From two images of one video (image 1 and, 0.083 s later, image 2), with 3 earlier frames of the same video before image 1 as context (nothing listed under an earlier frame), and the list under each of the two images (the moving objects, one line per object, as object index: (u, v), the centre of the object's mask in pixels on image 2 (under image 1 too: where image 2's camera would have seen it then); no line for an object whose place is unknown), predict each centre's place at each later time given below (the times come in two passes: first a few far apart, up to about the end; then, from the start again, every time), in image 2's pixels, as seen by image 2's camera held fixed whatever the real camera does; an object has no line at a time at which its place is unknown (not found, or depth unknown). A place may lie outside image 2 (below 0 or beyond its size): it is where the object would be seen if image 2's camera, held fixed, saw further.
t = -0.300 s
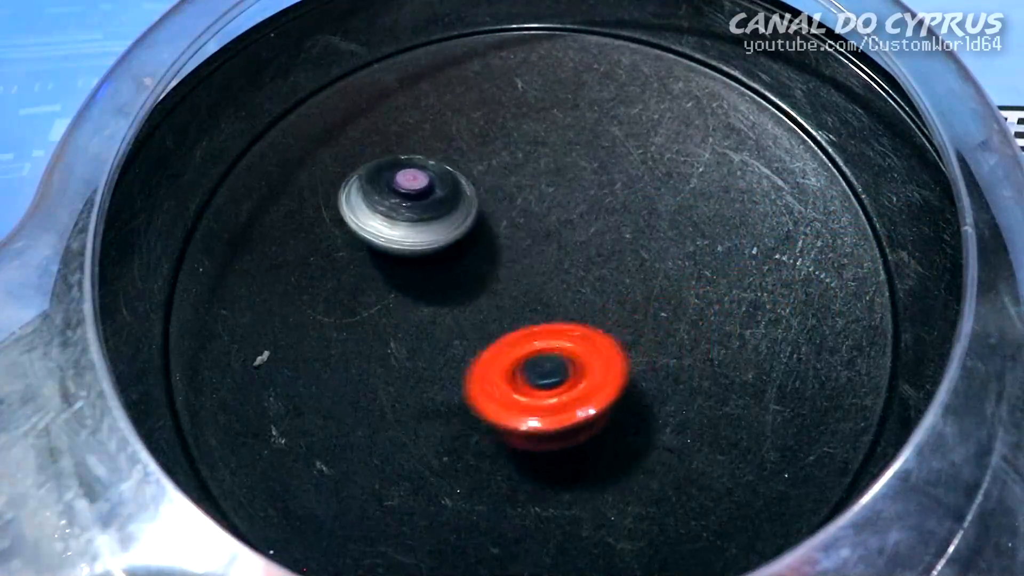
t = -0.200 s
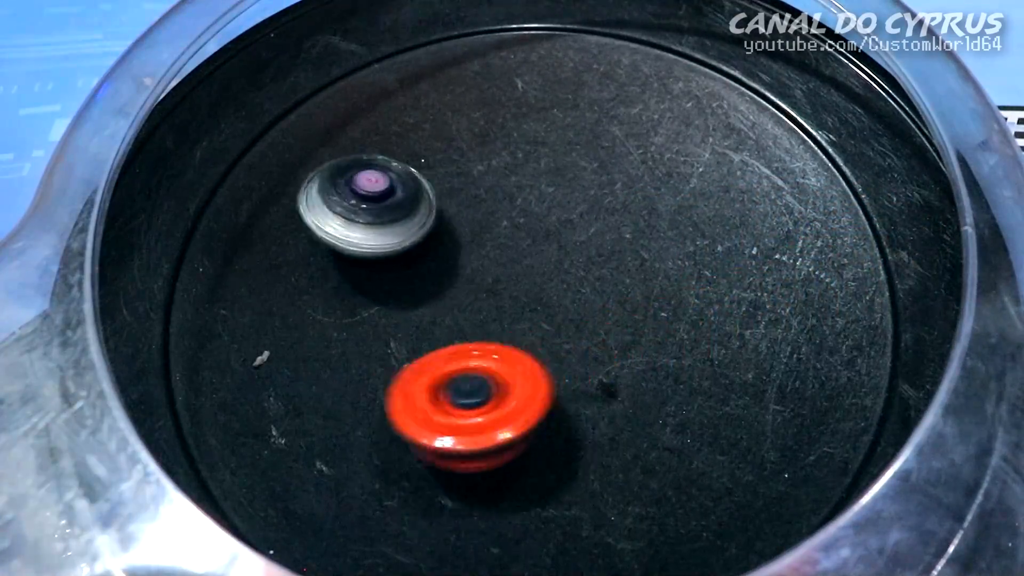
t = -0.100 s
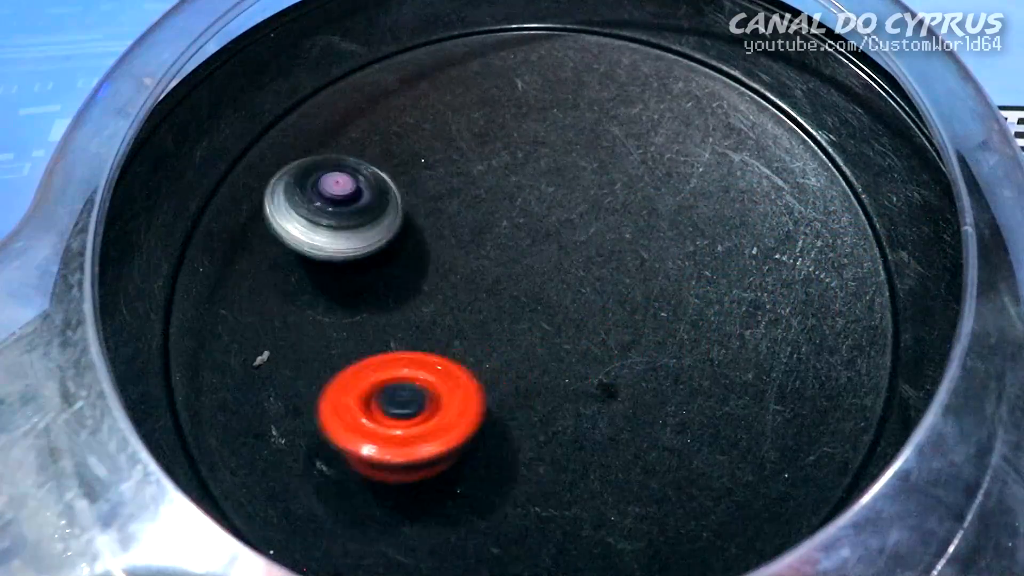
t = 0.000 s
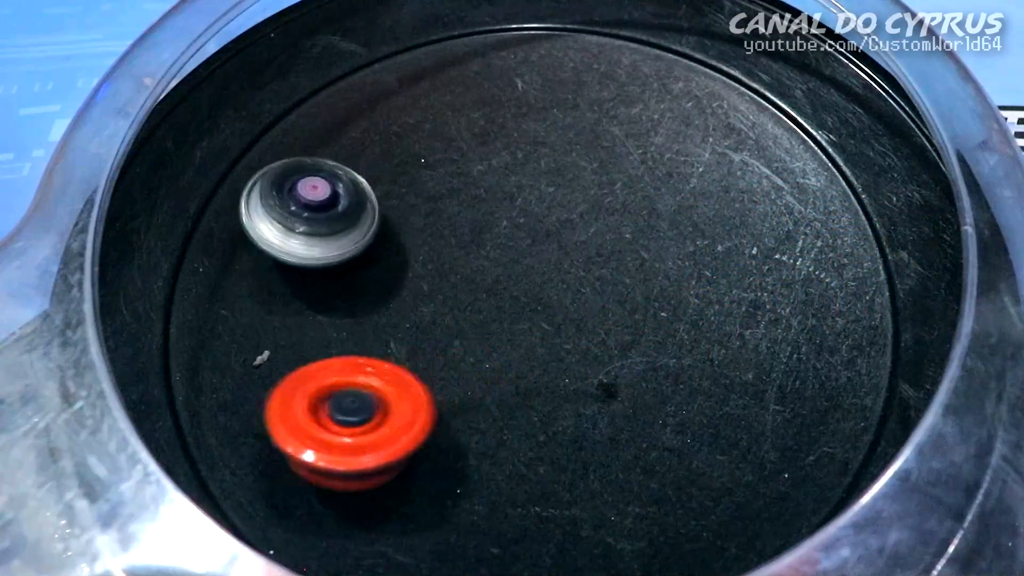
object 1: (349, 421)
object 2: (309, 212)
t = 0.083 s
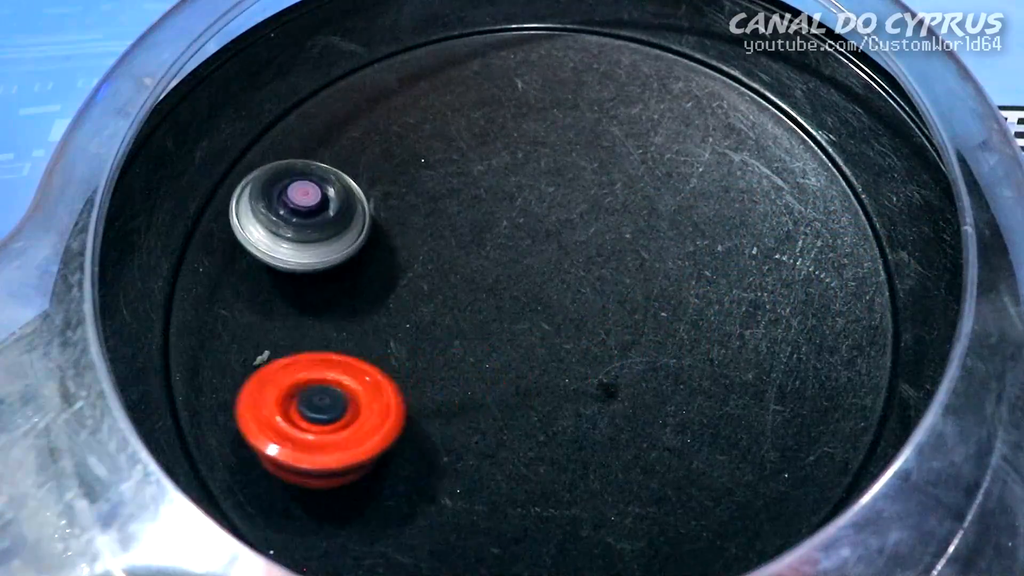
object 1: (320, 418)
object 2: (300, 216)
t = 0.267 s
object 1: (291, 392)
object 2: (302, 227)
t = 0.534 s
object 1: (346, 402)
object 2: (344, 212)
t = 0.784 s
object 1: (442, 333)
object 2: (388, 214)
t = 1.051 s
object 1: (586, 324)
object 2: (464, 205)
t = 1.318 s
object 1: (679, 246)
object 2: (541, 218)
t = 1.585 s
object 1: (999, 350)
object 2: (434, 204)
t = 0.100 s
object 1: (315, 416)
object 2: (299, 216)
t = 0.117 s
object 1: (310, 414)
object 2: (297, 217)
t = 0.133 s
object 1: (306, 412)
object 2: (297, 218)
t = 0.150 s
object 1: (303, 410)
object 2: (297, 219)
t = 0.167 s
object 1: (300, 408)
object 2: (297, 220)
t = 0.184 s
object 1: (298, 406)
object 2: (297, 221)
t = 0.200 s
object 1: (296, 404)
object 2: (297, 222)
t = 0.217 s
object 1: (294, 401)
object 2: (298, 223)
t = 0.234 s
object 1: (293, 398)
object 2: (299, 225)
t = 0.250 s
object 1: (292, 396)
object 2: (301, 226)
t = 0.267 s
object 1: (291, 392)
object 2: (302, 227)
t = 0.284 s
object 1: (291, 390)
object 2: (304, 228)
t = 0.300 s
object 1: (292, 387)
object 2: (306, 229)
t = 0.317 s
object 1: (293, 383)
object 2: (307, 230)
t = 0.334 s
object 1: (294, 379)
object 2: (309, 231)
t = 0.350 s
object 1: (296, 376)
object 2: (311, 232)
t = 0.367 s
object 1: (298, 372)
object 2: (312, 233)
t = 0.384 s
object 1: (301, 366)
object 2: (314, 234)
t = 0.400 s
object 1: (304, 361)
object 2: (315, 234)
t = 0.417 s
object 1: (307, 360)
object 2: (317, 232)
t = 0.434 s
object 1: (309, 368)
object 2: (320, 226)
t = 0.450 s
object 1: (313, 378)
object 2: (324, 221)
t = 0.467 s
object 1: (318, 386)
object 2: (328, 217)
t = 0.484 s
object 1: (325, 394)
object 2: (333, 215)
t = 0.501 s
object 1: (332, 398)
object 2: (337, 213)
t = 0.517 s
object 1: (339, 401)
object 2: (340, 213)
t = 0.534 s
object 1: (346, 402)
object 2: (344, 212)
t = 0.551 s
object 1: (352, 402)
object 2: (346, 212)
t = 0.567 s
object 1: (358, 401)
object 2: (348, 213)
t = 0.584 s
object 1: (364, 399)
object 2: (350, 213)
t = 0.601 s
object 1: (369, 396)
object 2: (352, 213)
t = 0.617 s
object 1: (375, 392)
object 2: (355, 213)
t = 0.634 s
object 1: (381, 387)
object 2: (357, 213)
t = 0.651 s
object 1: (388, 383)
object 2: (360, 214)
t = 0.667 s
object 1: (395, 378)
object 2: (363, 214)
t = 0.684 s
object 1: (402, 372)
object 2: (366, 214)
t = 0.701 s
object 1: (408, 366)
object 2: (369, 215)
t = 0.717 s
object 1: (415, 360)
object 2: (373, 215)
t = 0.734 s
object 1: (422, 353)
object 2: (377, 215)
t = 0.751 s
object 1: (429, 347)
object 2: (380, 215)
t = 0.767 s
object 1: (436, 340)
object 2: (384, 214)
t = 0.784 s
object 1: (442, 333)
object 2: (388, 214)
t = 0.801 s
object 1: (448, 326)
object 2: (392, 213)
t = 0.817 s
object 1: (455, 320)
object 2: (395, 212)
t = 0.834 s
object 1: (462, 313)
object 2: (399, 211)
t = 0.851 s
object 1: (471, 313)
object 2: (403, 210)
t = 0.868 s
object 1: (481, 322)
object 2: (410, 207)
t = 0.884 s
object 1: (490, 329)
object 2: (415, 203)
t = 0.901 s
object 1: (499, 338)
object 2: (419, 201)
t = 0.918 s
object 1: (510, 343)
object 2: (424, 201)
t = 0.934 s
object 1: (522, 346)
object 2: (429, 200)
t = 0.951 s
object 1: (533, 346)
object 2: (434, 200)
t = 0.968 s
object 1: (543, 346)
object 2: (439, 201)
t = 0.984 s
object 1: (552, 344)
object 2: (444, 201)
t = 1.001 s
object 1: (561, 340)
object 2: (449, 202)
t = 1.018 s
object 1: (570, 335)
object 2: (454, 204)
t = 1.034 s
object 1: (579, 330)
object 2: (459, 205)
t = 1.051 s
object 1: (586, 324)
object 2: (464, 205)
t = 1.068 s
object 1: (595, 318)
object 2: (469, 206)
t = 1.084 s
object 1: (603, 313)
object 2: (475, 206)
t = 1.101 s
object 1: (610, 307)
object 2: (480, 207)
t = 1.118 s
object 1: (617, 302)
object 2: (485, 208)
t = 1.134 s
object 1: (624, 296)
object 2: (489, 209)
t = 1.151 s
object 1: (630, 291)
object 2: (494, 209)
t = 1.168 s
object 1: (636, 286)
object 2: (499, 210)
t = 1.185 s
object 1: (642, 281)
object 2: (504, 210)
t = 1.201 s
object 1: (647, 277)
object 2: (509, 211)
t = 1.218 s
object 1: (652, 272)
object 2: (514, 212)
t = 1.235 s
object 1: (658, 268)
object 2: (518, 213)
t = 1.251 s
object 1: (662, 263)
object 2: (523, 213)
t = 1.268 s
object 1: (667, 258)
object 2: (528, 214)
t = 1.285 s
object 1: (671, 254)
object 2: (533, 215)
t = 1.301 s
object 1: (675, 250)
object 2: (537, 216)
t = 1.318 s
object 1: (679, 246)
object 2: (541, 218)
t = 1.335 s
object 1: (683, 242)
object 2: (546, 219)
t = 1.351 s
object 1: (692, 241)
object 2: (548, 219)
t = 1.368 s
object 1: (732, 247)
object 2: (534, 212)
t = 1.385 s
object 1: (776, 260)
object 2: (518, 204)
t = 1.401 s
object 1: (819, 268)
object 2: (503, 200)
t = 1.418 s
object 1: (858, 276)
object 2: (488, 194)
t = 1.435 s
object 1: (887, 280)
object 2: (476, 191)
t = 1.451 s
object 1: (903, 281)
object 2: (463, 188)
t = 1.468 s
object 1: (922, 285)
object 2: (453, 186)
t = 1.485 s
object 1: (948, 301)
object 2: (445, 185)
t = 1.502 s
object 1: (961, 305)
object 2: (437, 185)
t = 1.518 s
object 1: (978, 312)
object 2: (433, 187)
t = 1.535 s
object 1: (985, 320)
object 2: (431, 190)
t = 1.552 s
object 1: (997, 334)
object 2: (430, 194)
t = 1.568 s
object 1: (994, 341)
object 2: (432, 199)
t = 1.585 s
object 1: (999, 350)
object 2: (434, 204)
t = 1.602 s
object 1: (1002, 358)
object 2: (436, 209)
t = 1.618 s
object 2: (438, 215)
